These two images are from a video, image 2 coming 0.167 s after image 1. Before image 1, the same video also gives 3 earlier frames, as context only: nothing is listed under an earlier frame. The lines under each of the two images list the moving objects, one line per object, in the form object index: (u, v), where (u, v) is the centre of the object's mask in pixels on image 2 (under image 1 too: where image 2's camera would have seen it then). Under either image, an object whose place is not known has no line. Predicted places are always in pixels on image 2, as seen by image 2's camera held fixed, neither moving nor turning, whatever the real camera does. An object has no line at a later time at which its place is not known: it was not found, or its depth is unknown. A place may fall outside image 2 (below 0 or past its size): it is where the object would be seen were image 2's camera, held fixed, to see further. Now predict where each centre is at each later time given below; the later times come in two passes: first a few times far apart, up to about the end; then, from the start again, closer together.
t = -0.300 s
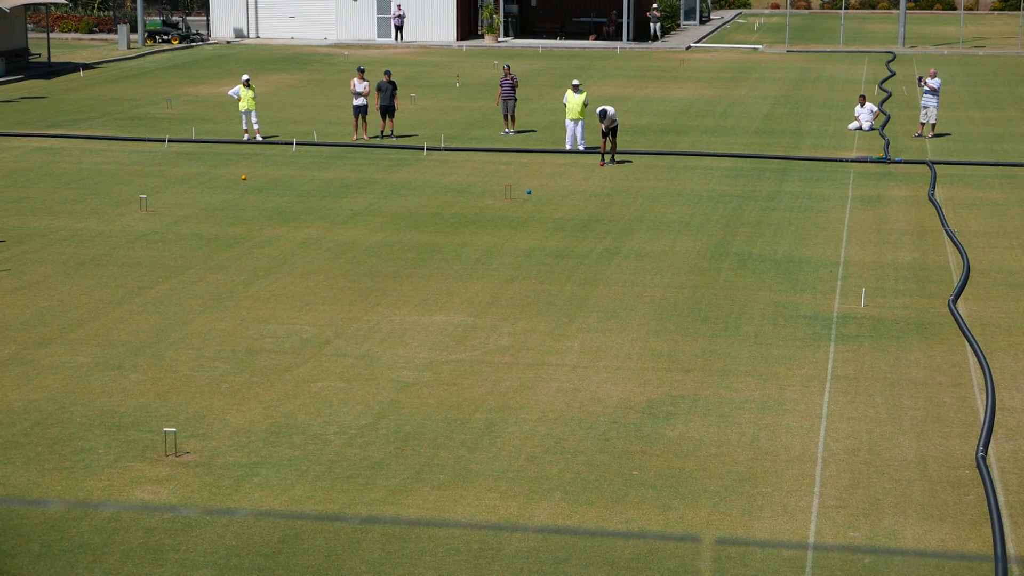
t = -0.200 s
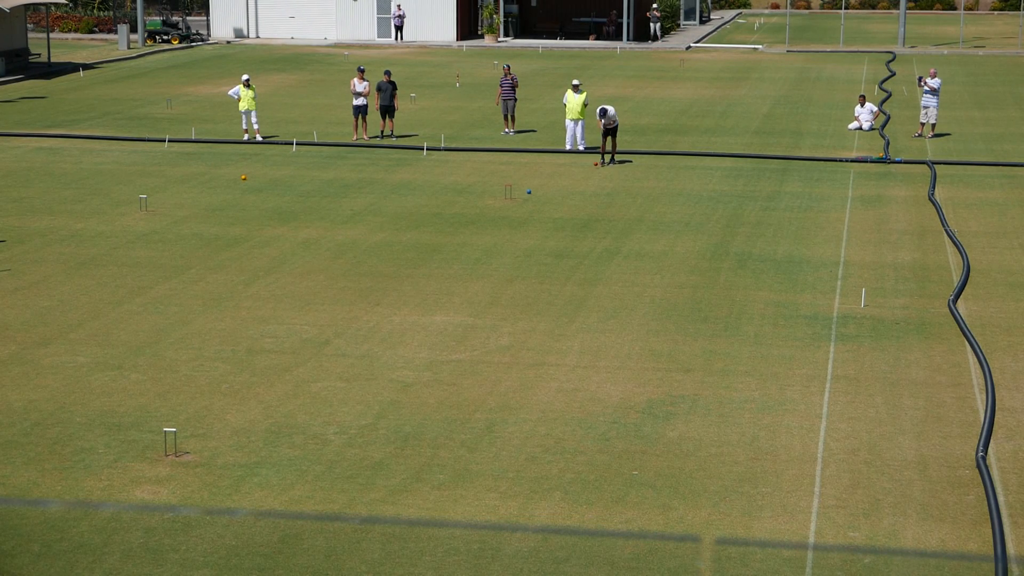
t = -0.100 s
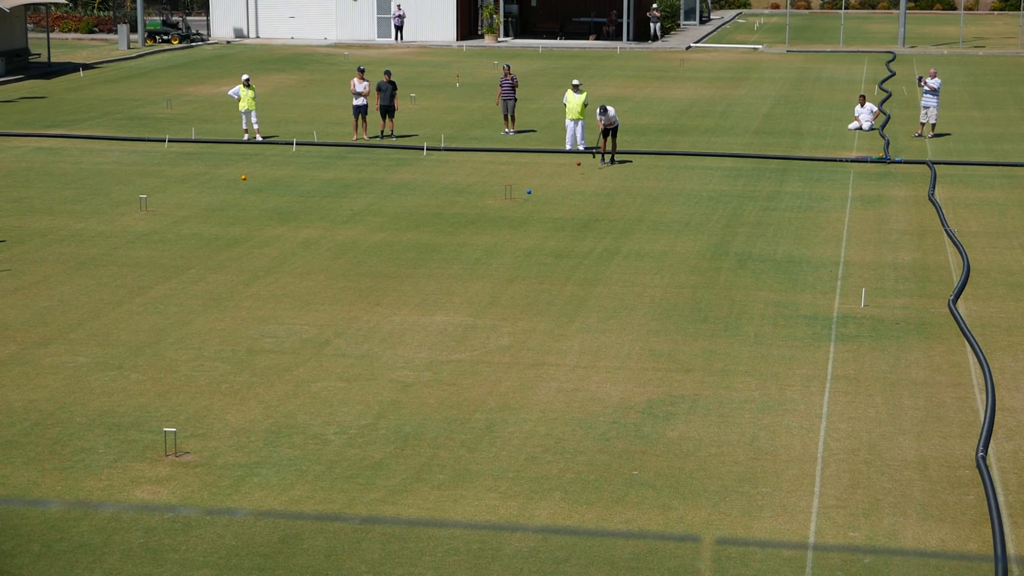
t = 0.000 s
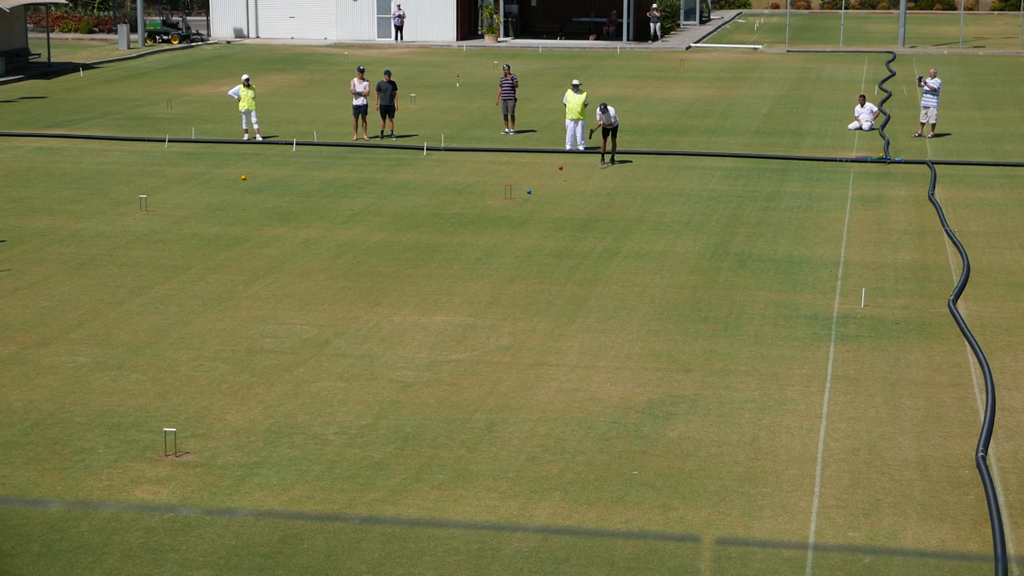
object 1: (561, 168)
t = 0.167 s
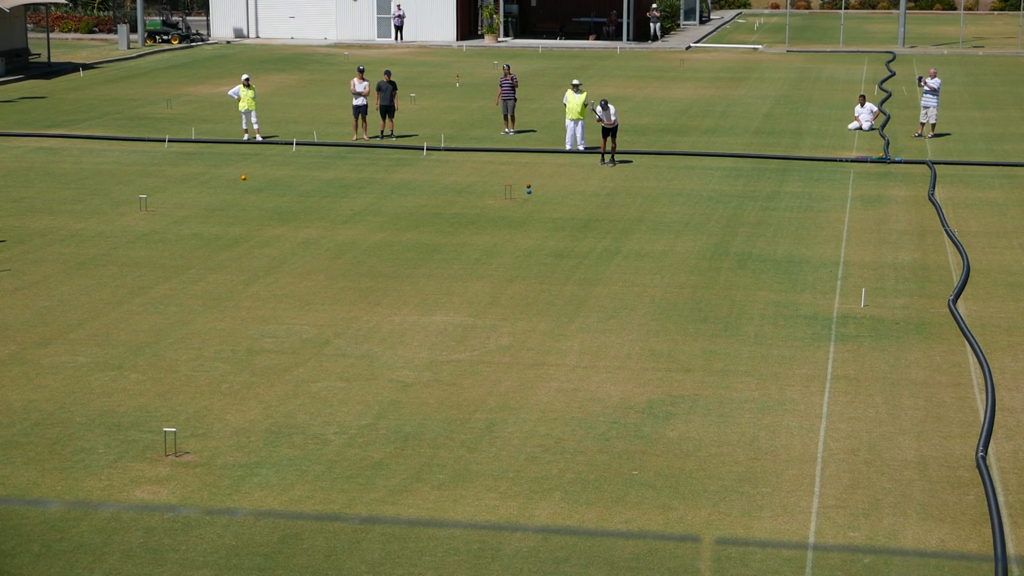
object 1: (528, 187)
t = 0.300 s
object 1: (506, 194)
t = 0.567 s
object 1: (480, 211)
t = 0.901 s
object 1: (445, 229)
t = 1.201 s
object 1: (410, 246)
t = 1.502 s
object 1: (372, 265)
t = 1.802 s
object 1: (331, 286)
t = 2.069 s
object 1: (290, 304)
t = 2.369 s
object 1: (241, 329)
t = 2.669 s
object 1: (185, 355)
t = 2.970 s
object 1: (123, 384)
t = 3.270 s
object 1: (53, 415)
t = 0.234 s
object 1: (515, 194)
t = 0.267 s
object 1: (509, 194)
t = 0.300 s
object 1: (506, 194)
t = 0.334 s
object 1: (503, 194)
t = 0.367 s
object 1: (500, 196)
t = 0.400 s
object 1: (497, 198)
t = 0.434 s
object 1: (493, 200)
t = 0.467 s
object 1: (491, 203)
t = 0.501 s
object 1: (487, 206)
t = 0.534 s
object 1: (483, 210)
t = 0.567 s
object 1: (480, 211)
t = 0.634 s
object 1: (473, 213)
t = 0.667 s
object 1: (470, 215)
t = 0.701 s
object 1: (466, 218)
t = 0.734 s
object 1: (463, 221)
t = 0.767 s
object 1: (459, 221)
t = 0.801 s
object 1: (456, 223)
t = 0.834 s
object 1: (452, 225)
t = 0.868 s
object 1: (449, 228)
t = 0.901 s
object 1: (445, 229)
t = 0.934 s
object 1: (441, 231)
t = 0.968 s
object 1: (438, 233)
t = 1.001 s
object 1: (434, 235)
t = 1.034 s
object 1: (430, 236)
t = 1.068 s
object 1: (426, 238)
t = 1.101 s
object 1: (422, 240)
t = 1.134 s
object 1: (418, 242)
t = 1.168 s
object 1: (414, 244)
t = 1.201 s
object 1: (410, 246)
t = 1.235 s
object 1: (406, 248)
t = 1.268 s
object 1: (402, 250)
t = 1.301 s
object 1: (398, 251)
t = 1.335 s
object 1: (394, 254)
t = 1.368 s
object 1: (389, 256)
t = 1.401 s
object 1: (385, 258)
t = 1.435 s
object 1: (381, 260)
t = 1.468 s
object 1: (377, 263)
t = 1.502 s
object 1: (372, 265)
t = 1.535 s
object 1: (368, 267)
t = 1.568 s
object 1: (363, 269)
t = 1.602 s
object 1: (359, 272)
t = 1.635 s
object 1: (354, 273)
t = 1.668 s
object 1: (349, 276)
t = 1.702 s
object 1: (345, 278)
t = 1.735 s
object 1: (340, 281)
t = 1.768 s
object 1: (335, 283)
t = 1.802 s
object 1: (331, 286)
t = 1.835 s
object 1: (326, 288)
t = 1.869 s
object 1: (321, 290)
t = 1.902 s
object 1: (316, 293)
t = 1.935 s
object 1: (311, 295)
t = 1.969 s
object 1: (306, 297)
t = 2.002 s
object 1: (301, 300)
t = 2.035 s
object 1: (295, 302)
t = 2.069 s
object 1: (290, 304)
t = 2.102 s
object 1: (285, 307)
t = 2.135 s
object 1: (280, 310)
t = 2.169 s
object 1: (274, 313)
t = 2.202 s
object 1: (269, 315)
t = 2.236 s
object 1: (263, 318)
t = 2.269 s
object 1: (258, 321)
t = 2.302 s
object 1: (252, 323)
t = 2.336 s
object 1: (246, 327)
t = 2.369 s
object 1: (241, 329)
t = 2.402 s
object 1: (235, 332)
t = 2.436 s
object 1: (229, 335)
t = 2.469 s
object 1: (222, 337)
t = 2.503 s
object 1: (216, 341)
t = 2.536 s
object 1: (210, 343)
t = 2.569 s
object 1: (204, 346)
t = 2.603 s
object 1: (198, 349)
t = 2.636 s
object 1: (192, 352)
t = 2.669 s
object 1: (185, 355)
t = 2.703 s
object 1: (178, 358)
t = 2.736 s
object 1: (172, 361)
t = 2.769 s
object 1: (165, 365)
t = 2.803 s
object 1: (158, 368)
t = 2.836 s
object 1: (151, 371)
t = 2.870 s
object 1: (144, 374)
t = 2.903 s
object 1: (137, 377)
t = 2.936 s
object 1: (130, 380)
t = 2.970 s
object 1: (123, 384)
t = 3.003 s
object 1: (115, 387)
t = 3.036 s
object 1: (108, 390)
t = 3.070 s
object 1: (101, 394)
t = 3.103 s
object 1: (93, 397)
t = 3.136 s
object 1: (85, 400)
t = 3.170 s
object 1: (77, 404)
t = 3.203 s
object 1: (69, 407)
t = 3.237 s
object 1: (61, 411)
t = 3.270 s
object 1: (53, 415)
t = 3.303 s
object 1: (45, 418)
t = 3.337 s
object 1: (36, 422)
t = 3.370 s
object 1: (28, 426)
